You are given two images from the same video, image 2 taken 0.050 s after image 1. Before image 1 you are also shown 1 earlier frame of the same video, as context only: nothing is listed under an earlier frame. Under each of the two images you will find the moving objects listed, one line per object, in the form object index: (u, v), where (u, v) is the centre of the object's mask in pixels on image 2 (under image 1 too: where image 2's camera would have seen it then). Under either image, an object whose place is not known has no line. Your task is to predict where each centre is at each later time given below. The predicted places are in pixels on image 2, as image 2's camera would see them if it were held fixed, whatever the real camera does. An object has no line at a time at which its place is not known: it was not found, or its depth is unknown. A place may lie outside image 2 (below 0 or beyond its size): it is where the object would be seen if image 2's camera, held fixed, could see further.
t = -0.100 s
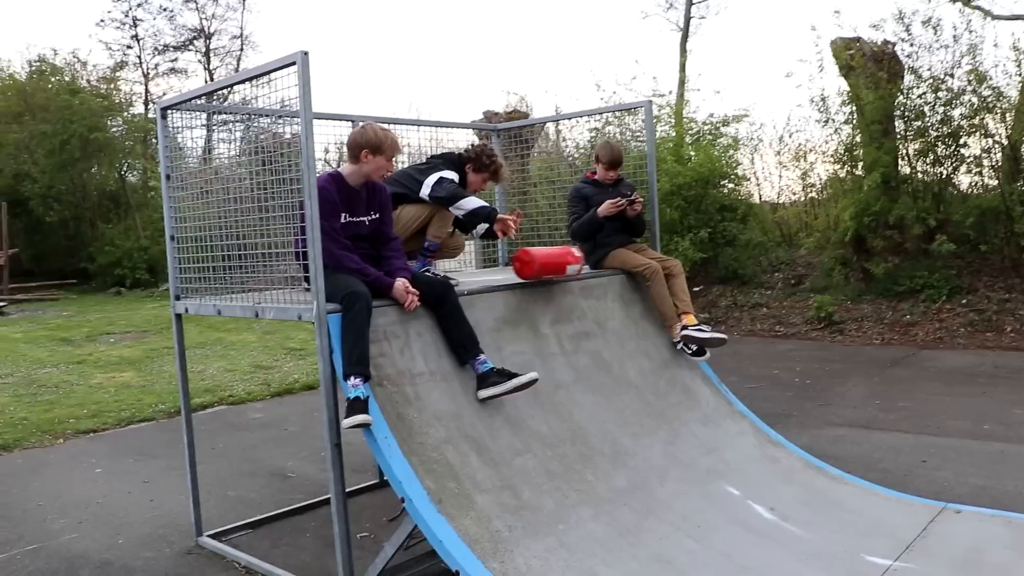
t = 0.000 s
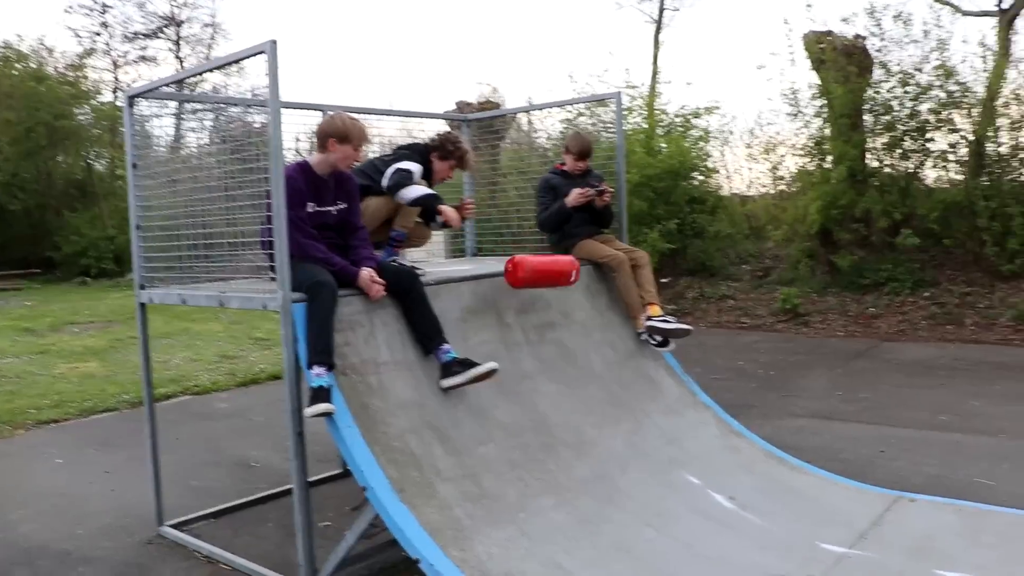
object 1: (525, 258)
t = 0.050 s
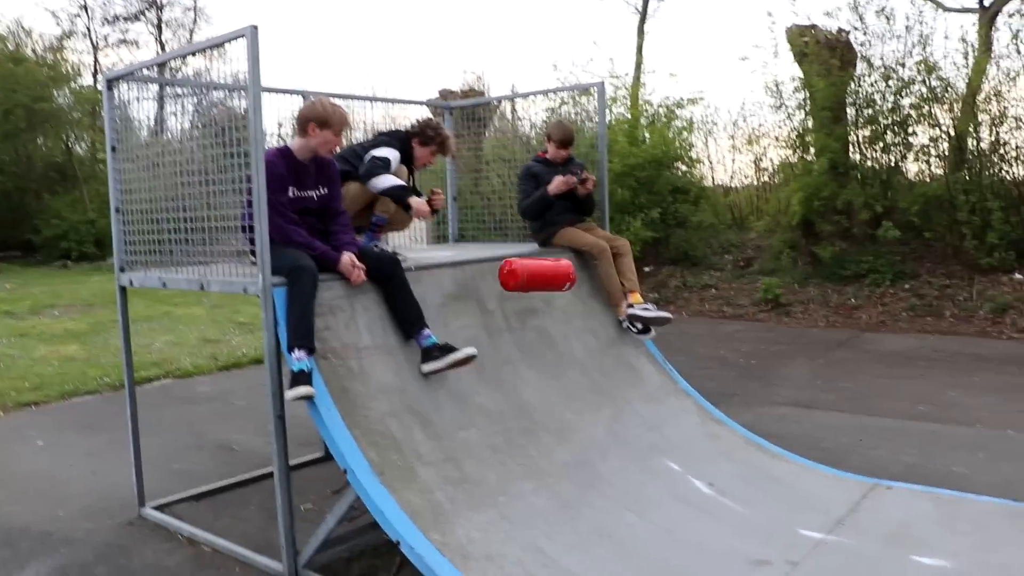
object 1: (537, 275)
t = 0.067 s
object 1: (541, 281)
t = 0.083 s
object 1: (546, 289)
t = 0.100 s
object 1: (550, 296)
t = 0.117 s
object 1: (555, 304)
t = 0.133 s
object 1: (561, 312)
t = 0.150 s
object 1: (565, 321)
